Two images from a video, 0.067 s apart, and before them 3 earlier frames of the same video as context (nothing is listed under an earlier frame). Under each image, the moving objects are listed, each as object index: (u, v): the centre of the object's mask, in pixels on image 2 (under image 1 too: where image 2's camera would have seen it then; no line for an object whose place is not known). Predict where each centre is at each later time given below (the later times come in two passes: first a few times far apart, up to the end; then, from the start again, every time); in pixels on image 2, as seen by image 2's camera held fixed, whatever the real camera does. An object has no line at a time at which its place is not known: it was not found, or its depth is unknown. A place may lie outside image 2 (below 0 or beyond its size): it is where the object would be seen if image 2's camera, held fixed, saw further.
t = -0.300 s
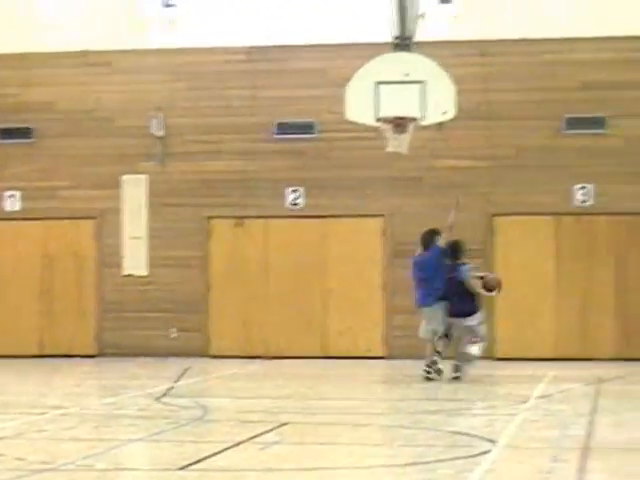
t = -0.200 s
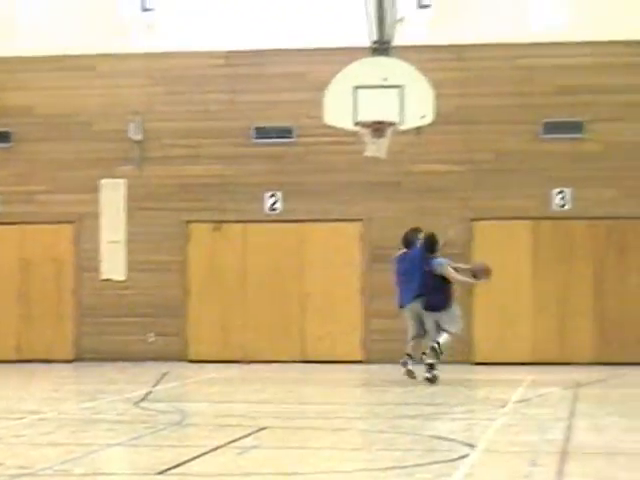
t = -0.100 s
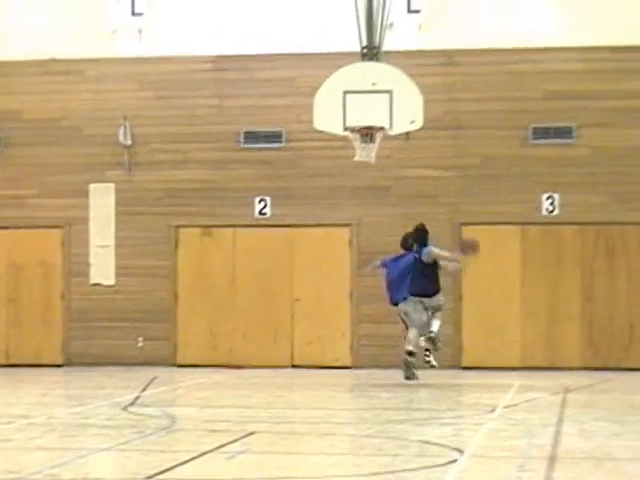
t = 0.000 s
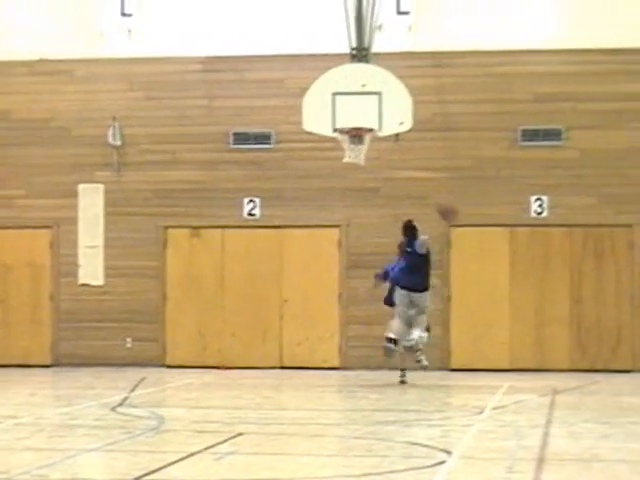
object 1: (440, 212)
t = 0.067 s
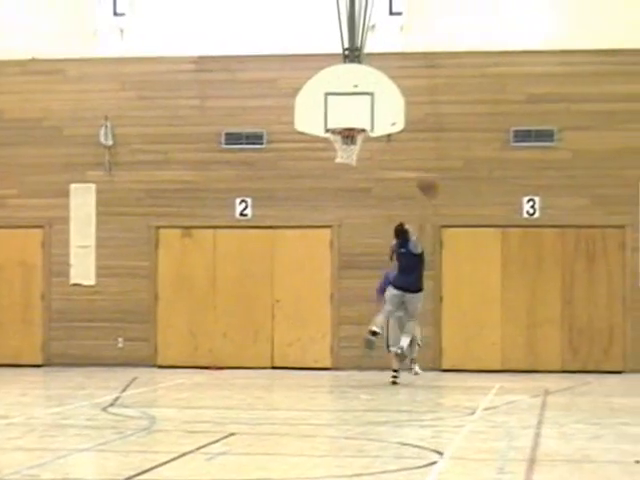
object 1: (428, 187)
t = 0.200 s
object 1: (402, 145)
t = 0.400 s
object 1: (366, 115)
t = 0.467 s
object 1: (356, 113)
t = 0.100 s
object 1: (422, 175)
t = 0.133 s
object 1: (415, 164)
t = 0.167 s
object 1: (407, 154)
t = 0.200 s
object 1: (402, 145)
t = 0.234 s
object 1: (396, 138)
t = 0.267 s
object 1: (389, 131)
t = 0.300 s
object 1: (383, 125)
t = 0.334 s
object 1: (378, 121)
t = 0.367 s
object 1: (372, 118)
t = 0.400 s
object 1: (366, 115)
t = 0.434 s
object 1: (361, 114)
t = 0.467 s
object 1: (356, 113)
